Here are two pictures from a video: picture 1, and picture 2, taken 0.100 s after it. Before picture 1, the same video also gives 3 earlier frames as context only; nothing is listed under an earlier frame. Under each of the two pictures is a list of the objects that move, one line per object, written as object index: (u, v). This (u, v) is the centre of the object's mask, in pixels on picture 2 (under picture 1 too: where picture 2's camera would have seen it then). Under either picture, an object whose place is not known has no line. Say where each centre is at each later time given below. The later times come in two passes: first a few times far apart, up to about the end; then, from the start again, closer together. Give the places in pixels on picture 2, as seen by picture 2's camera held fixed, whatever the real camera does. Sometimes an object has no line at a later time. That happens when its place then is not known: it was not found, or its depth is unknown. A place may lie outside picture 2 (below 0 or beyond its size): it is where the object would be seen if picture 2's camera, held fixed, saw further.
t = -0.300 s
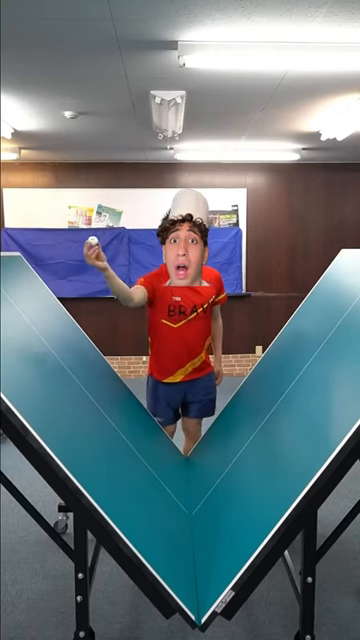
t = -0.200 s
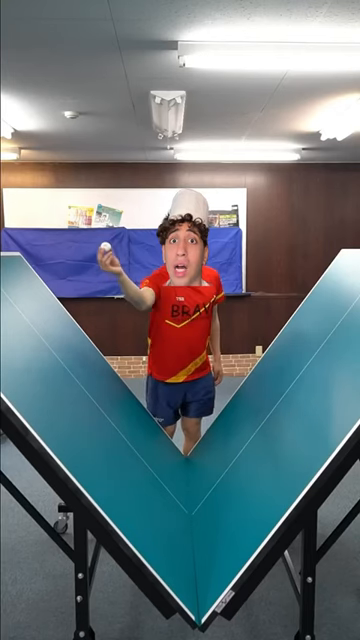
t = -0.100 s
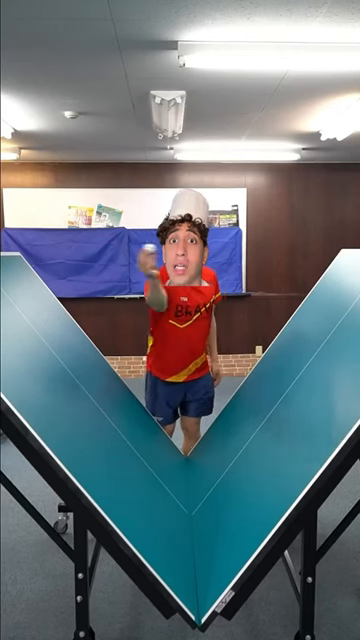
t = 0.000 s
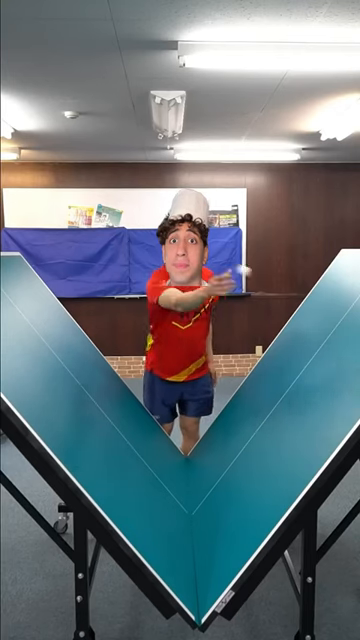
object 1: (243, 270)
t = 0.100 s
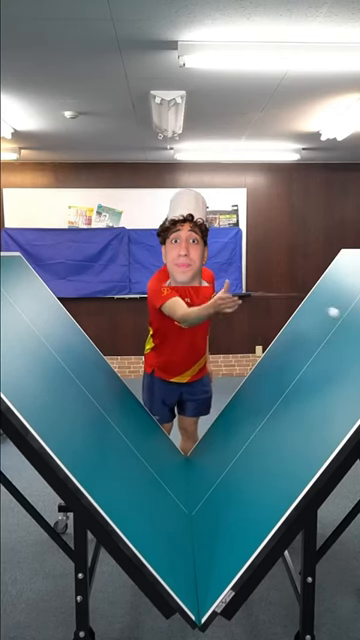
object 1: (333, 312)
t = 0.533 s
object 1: (22, 280)
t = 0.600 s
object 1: (32, 276)
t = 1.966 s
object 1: (181, 394)
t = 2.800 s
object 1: (169, 440)
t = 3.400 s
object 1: (197, 453)
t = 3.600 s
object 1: (196, 460)
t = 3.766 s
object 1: (156, 468)
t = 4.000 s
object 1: (227, 480)
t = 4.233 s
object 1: (170, 478)
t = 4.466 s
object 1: (210, 480)
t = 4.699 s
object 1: (189, 485)
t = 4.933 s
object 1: (185, 487)
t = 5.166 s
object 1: (213, 498)
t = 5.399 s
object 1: (175, 498)
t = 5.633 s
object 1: (188, 498)
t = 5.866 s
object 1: (211, 507)
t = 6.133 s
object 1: (201, 504)
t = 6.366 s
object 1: (186, 508)
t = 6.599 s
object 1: (177, 513)
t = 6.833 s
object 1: (185, 511)
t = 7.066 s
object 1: (190, 512)
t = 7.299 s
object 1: (191, 514)
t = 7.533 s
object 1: (191, 516)
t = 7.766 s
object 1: (188, 519)
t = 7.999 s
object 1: (184, 523)
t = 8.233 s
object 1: (190, 522)
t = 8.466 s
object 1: (198, 525)
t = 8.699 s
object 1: (191, 525)
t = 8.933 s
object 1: (191, 527)
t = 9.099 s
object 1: (193, 527)
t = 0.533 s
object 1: (22, 280)
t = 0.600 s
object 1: (32, 276)
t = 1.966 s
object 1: (181, 394)
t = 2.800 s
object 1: (169, 440)
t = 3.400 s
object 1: (197, 453)
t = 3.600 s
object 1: (196, 460)
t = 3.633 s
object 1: (182, 460)
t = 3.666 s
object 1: (167, 464)
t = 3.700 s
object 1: (154, 470)
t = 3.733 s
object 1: (145, 475)
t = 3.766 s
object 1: (156, 468)
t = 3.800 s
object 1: (168, 463)
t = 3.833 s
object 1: (181, 460)
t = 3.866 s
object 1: (193, 461)
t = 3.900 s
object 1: (204, 464)
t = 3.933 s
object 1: (216, 470)
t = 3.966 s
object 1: (228, 478)
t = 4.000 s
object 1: (227, 480)
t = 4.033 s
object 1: (213, 476)
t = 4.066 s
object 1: (200, 474)
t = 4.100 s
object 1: (186, 475)
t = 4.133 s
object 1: (173, 479)
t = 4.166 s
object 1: (159, 485)
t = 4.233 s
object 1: (170, 478)
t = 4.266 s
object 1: (181, 474)
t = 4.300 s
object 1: (193, 473)
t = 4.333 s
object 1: (204, 474)
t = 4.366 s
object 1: (215, 478)
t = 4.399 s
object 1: (226, 485)
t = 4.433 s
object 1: (222, 484)
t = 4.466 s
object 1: (210, 480)
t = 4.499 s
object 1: (198, 479)
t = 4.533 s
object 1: (186, 481)
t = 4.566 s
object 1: (175, 486)
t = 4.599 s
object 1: (164, 494)
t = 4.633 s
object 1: (166, 493)
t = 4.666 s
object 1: (177, 488)
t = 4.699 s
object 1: (189, 485)
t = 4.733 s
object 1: (200, 485)
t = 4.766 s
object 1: (211, 488)
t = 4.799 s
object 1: (221, 493)
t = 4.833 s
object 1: (216, 490)
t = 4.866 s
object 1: (206, 487)
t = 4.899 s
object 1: (195, 485)
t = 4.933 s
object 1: (185, 487)
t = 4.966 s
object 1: (175, 492)
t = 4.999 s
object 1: (165, 499)
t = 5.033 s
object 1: (171, 497)
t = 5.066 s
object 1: (182, 493)
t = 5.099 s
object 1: (193, 492)
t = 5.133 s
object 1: (203, 494)
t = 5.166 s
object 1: (213, 498)
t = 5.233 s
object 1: (204, 494)
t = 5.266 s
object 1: (194, 492)
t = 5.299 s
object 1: (185, 493)
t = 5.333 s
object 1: (175, 497)
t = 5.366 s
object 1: (166, 503)
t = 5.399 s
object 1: (175, 498)
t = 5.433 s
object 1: (185, 496)
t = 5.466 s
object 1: (194, 496)
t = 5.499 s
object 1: (204, 499)
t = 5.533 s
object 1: (213, 504)
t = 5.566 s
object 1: (207, 502)
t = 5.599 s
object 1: (198, 499)
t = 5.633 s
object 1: (188, 498)
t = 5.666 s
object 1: (179, 501)
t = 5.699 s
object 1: (170, 507)
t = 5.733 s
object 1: (177, 502)
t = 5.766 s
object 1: (186, 499)
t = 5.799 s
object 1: (194, 499)
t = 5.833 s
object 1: (203, 502)
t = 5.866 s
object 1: (211, 507)
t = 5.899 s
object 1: (204, 504)
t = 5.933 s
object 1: (195, 503)
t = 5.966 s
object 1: (186, 504)
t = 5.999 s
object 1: (177, 507)
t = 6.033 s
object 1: (176, 508)
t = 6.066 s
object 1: (184, 504)
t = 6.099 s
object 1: (193, 503)
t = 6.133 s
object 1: (201, 504)
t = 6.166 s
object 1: (209, 508)
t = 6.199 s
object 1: (204, 506)
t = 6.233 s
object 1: (196, 504)
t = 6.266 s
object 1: (188, 505)
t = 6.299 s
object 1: (180, 509)
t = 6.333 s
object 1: (178, 511)
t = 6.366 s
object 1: (186, 508)
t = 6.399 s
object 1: (194, 507)
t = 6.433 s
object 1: (202, 509)
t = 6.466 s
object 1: (206, 511)
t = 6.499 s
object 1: (199, 507)
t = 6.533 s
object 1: (192, 506)
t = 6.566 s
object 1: (184, 509)
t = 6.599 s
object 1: (177, 513)
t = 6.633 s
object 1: (183, 511)
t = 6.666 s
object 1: (190, 509)
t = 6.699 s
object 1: (198, 510)
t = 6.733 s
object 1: (205, 514)
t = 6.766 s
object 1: (199, 511)
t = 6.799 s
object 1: (192, 510)
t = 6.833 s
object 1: (185, 511)
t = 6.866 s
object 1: (178, 515)
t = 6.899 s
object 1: (185, 511)
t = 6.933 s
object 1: (192, 511)
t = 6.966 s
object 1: (198, 512)
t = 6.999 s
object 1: (204, 515)
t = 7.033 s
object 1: (197, 512)
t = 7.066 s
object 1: (190, 512)
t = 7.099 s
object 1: (183, 515)
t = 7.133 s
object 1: (183, 515)
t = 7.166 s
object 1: (189, 512)
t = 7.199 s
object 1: (196, 513)
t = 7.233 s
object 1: (203, 516)
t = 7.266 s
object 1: (198, 514)
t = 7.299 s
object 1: (191, 514)
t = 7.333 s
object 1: (185, 516)
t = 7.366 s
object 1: (183, 517)
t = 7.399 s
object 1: (190, 515)
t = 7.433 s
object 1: (196, 515)
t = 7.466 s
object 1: (202, 518)
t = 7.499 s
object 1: (197, 516)
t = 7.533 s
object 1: (191, 516)
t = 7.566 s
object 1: (185, 519)
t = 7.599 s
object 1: (185, 519)
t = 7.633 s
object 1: (191, 517)
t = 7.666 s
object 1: (198, 518)
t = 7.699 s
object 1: (199, 519)
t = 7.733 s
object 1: (194, 518)
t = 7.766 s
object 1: (188, 519)
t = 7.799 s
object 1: (184, 522)
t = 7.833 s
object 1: (189, 519)
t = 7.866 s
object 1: (195, 519)
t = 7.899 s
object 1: (200, 522)
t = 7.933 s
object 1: (195, 520)
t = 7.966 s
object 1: (189, 520)
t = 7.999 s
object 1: (184, 523)
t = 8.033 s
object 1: (189, 521)
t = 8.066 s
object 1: (194, 521)
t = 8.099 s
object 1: (200, 523)
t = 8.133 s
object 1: (195, 522)
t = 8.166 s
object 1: (189, 522)
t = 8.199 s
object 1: (185, 524)
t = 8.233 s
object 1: (190, 522)
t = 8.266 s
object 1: (195, 523)
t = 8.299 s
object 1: (198, 524)
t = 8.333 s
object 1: (193, 523)
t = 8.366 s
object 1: (188, 524)
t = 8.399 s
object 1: (188, 525)
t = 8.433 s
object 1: (193, 523)
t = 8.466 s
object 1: (198, 525)
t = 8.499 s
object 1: (195, 524)
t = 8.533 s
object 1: (190, 524)
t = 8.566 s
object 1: (186, 526)
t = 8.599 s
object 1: (191, 525)
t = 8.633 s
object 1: (196, 526)
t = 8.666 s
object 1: (196, 526)
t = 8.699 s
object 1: (191, 525)
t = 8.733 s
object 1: (187, 528)
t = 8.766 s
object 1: (191, 526)
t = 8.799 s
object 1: (195, 526)
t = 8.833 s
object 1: (196, 527)
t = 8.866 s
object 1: (191, 527)
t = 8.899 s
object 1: (187, 528)
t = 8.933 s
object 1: (191, 527)
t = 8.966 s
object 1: (196, 528)
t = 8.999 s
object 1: (194, 527)
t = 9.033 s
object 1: (190, 528)
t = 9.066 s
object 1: (189, 528)
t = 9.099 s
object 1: (193, 527)
